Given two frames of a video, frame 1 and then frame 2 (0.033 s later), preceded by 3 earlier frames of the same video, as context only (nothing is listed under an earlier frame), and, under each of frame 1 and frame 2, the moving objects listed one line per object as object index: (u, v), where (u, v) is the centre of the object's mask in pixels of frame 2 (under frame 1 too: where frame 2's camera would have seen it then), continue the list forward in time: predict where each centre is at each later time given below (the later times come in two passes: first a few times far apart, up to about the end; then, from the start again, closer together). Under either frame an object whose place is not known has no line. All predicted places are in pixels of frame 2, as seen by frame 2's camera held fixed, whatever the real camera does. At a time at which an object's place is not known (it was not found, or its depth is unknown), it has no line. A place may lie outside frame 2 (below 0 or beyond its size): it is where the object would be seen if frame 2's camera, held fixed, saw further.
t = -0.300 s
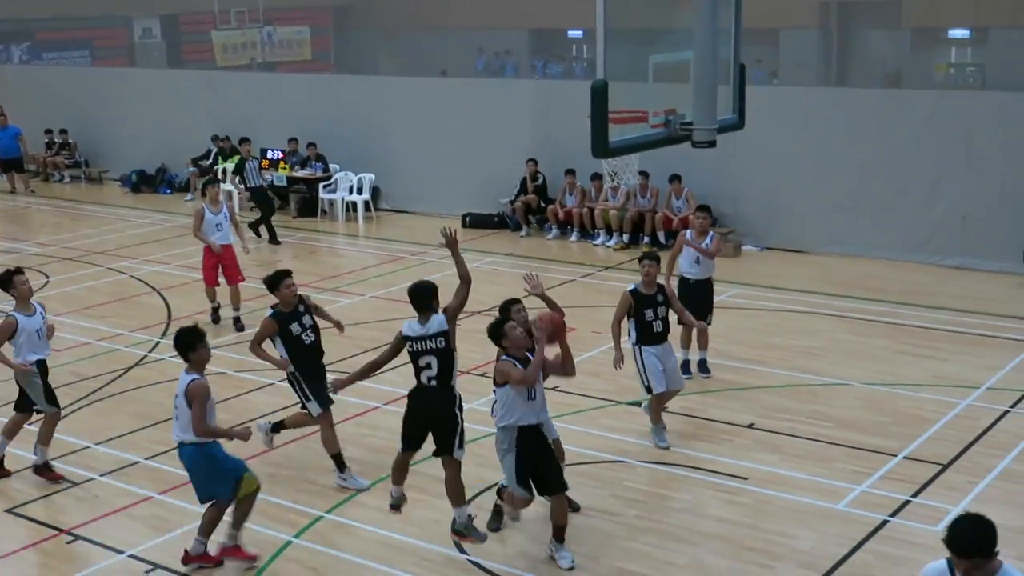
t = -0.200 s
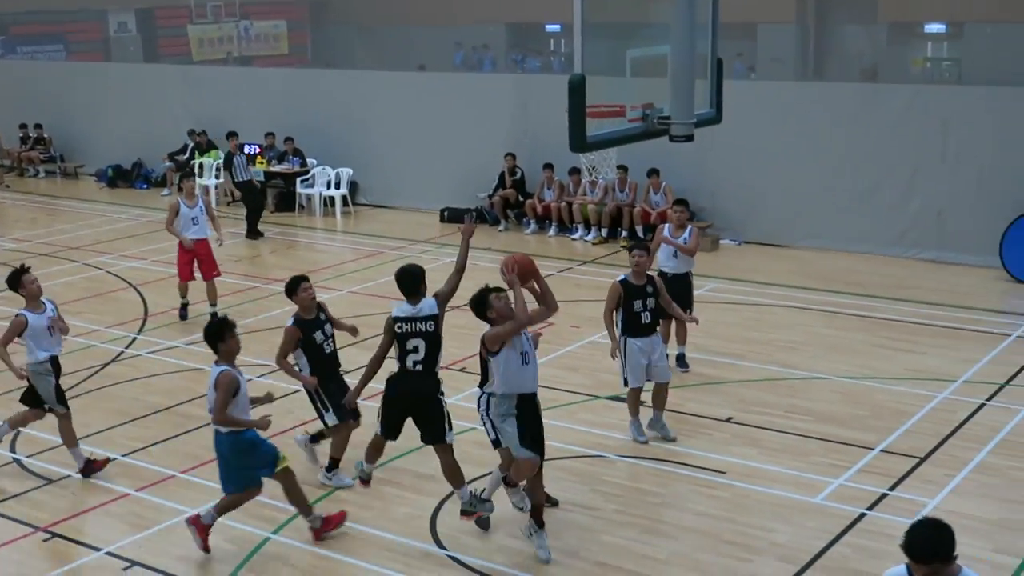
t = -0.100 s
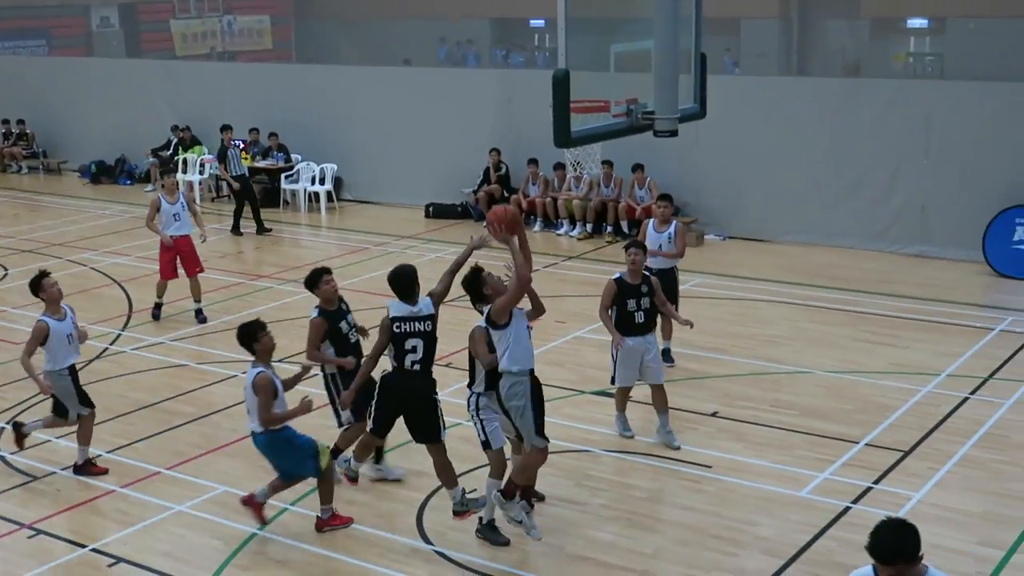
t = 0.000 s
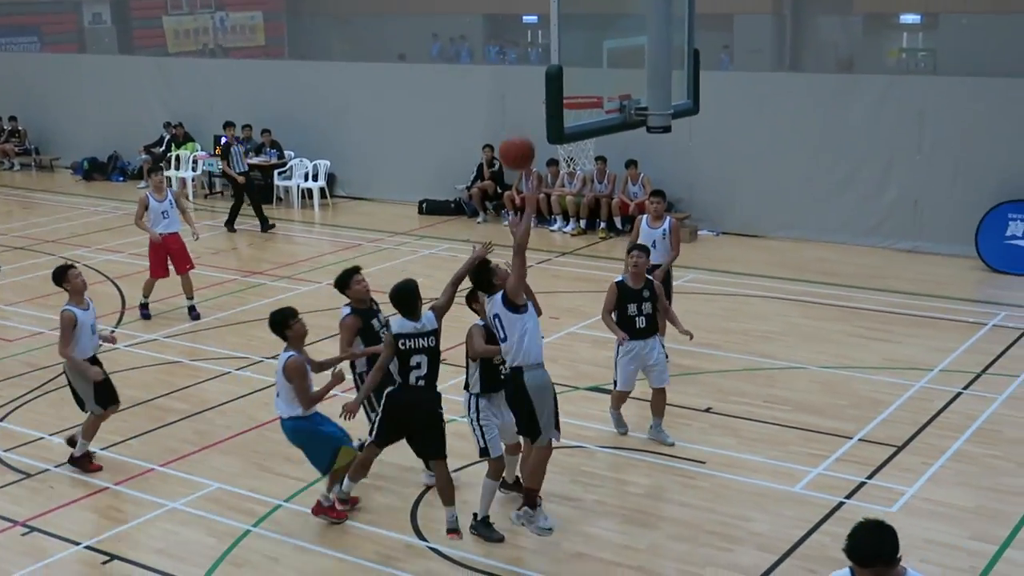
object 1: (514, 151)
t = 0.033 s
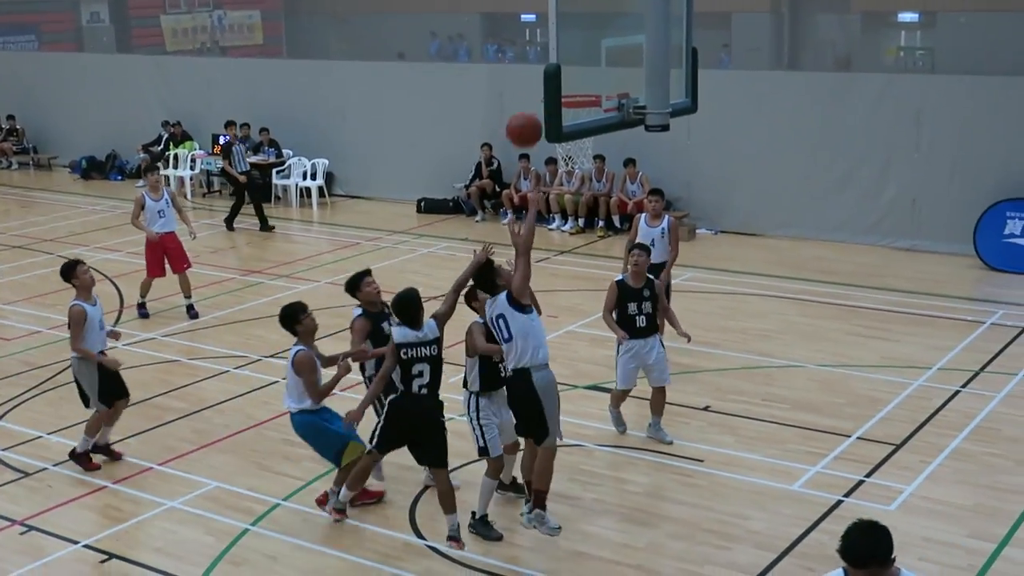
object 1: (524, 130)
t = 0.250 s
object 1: (568, 40)
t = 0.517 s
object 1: (533, 61)
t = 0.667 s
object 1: (521, 117)
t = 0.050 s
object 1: (527, 120)
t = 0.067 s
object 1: (530, 110)
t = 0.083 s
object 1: (533, 101)
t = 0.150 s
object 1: (559, 65)
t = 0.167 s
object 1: (568, 60)
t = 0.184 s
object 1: (570, 53)
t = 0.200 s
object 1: (571, 48)
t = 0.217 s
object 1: (570, 45)
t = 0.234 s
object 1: (569, 42)
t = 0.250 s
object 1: (568, 40)
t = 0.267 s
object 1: (562, 38)
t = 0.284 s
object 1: (560, 38)
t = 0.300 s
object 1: (558, 37)
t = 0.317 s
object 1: (558, 36)
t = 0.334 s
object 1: (549, 36)
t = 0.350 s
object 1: (549, 36)
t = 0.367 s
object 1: (549, 37)
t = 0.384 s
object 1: (546, 39)
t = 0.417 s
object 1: (539, 41)
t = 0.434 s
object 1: (538, 43)
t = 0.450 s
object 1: (537, 46)
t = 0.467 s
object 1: (537, 49)
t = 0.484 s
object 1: (535, 53)
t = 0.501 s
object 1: (534, 57)
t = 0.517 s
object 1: (533, 61)
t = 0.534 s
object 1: (533, 66)
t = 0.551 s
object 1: (532, 71)
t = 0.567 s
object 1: (529, 77)
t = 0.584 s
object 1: (529, 83)
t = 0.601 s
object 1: (527, 89)
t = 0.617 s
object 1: (525, 95)
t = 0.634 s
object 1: (524, 102)
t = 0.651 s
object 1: (522, 109)
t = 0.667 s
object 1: (521, 117)
